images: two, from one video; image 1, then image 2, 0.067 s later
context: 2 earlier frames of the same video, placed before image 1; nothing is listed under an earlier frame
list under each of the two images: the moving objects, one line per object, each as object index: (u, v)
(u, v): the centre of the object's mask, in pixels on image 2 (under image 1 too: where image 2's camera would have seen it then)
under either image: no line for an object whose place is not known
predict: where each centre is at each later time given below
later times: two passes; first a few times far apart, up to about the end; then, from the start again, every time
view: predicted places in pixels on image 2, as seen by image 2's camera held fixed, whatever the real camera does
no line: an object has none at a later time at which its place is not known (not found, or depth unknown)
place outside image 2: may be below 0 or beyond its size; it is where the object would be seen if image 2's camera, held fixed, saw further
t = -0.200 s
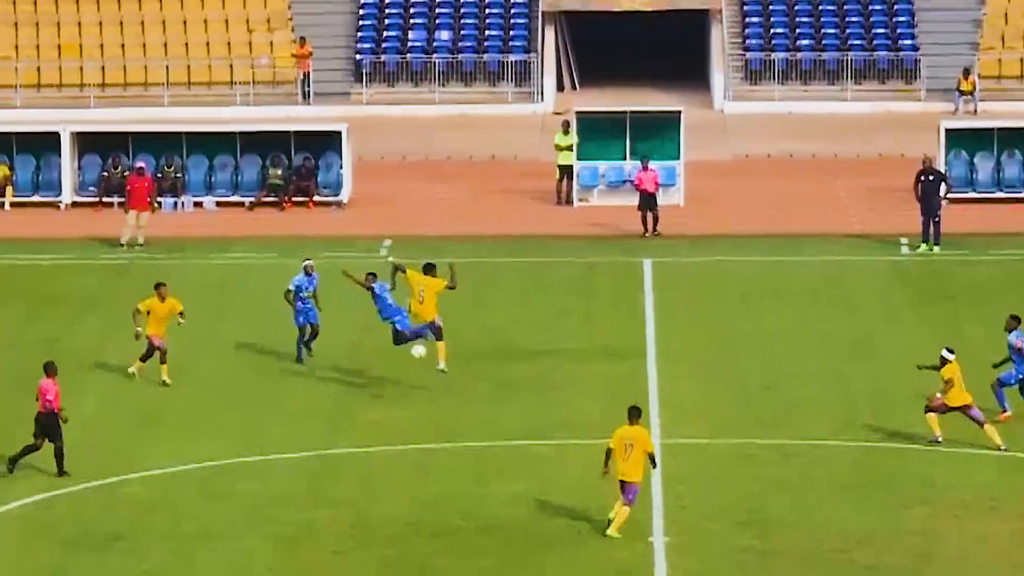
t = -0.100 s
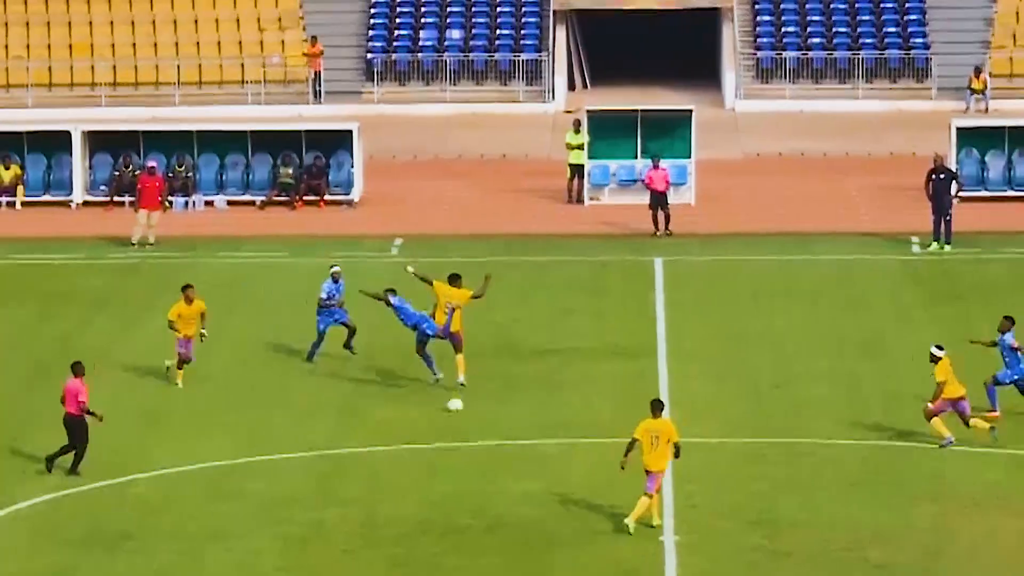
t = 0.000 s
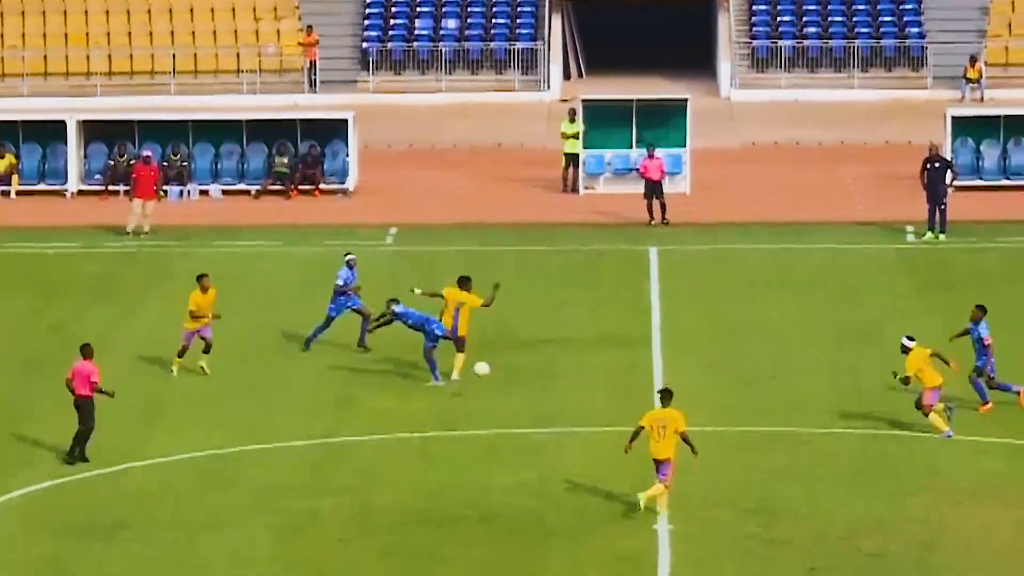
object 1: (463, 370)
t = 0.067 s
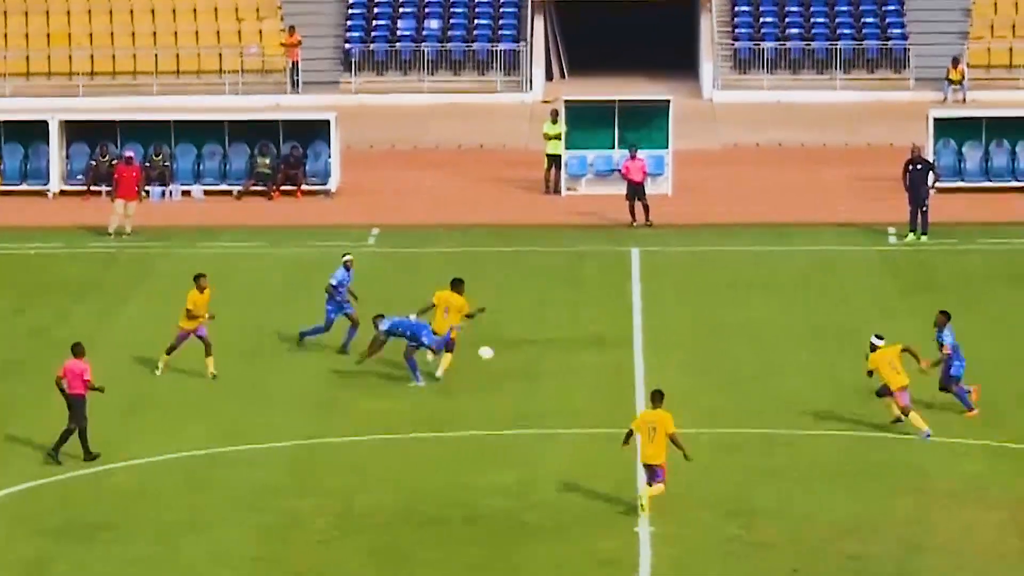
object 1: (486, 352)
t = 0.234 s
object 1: (539, 325)
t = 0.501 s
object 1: (625, 319)
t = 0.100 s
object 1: (496, 346)
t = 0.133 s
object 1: (508, 340)
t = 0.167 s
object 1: (518, 334)
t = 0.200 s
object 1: (529, 329)
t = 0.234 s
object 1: (539, 325)
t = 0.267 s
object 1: (550, 321)
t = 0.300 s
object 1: (561, 319)
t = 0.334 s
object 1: (572, 317)
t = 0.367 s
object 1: (583, 316)
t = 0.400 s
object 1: (593, 316)
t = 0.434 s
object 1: (604, 316)
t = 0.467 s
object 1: (615, 317)
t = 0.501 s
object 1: (625, 319)
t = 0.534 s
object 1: (636, 321)
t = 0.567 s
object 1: (647, 325)
